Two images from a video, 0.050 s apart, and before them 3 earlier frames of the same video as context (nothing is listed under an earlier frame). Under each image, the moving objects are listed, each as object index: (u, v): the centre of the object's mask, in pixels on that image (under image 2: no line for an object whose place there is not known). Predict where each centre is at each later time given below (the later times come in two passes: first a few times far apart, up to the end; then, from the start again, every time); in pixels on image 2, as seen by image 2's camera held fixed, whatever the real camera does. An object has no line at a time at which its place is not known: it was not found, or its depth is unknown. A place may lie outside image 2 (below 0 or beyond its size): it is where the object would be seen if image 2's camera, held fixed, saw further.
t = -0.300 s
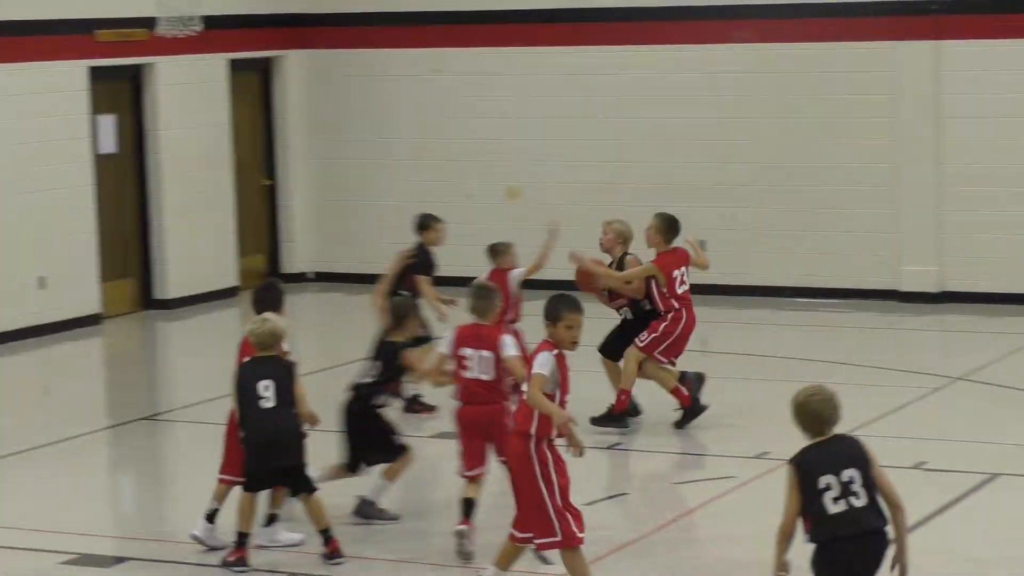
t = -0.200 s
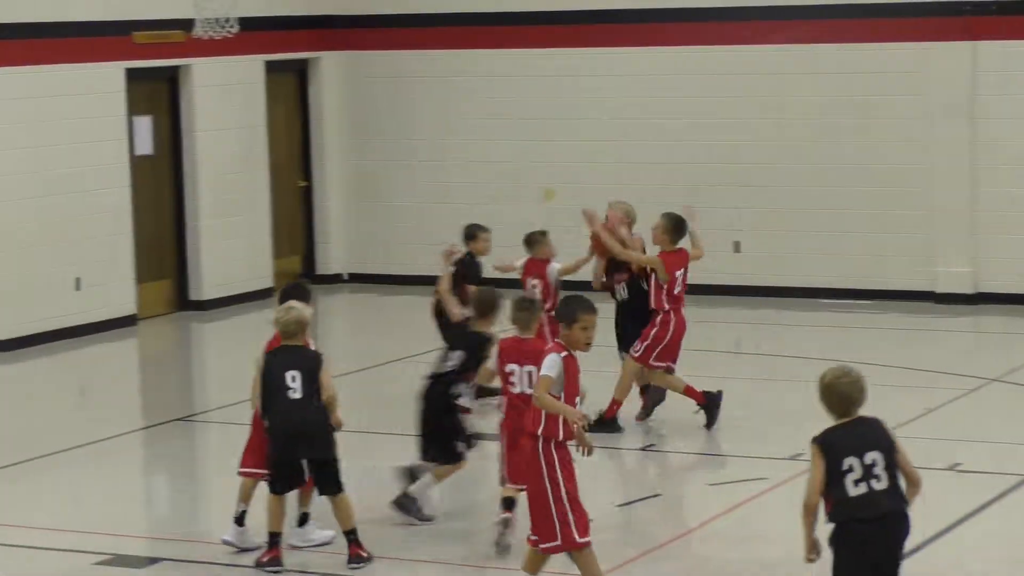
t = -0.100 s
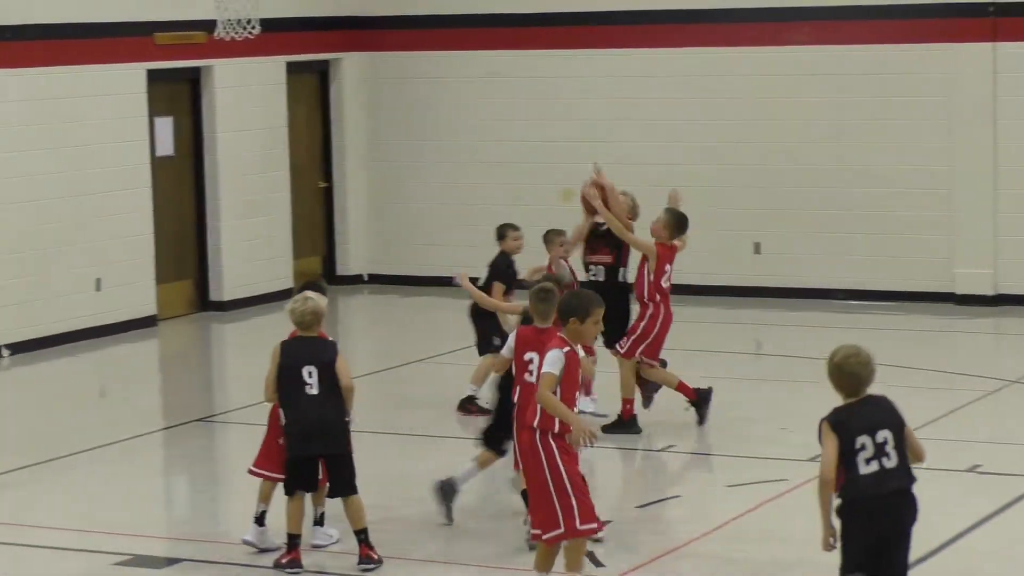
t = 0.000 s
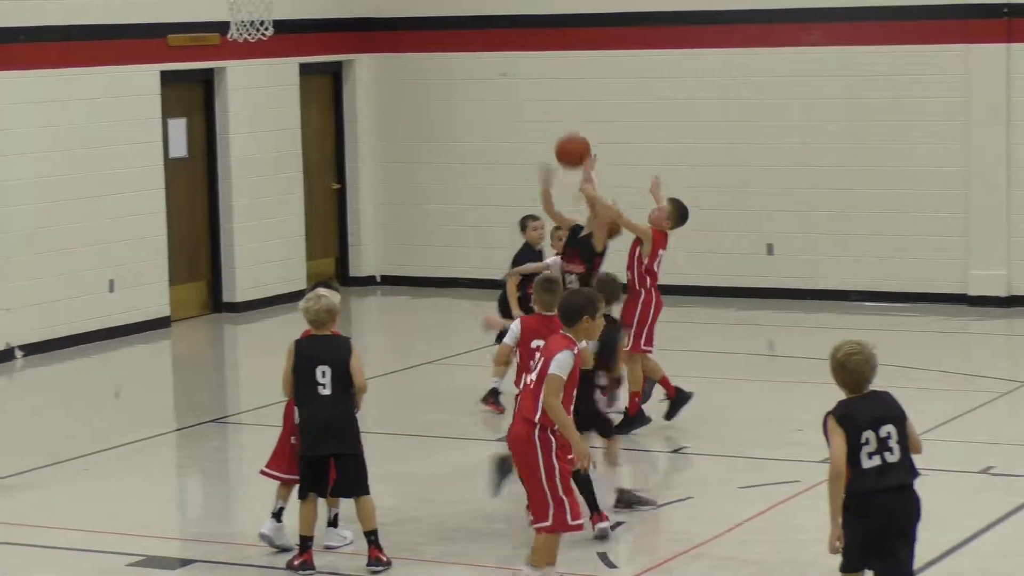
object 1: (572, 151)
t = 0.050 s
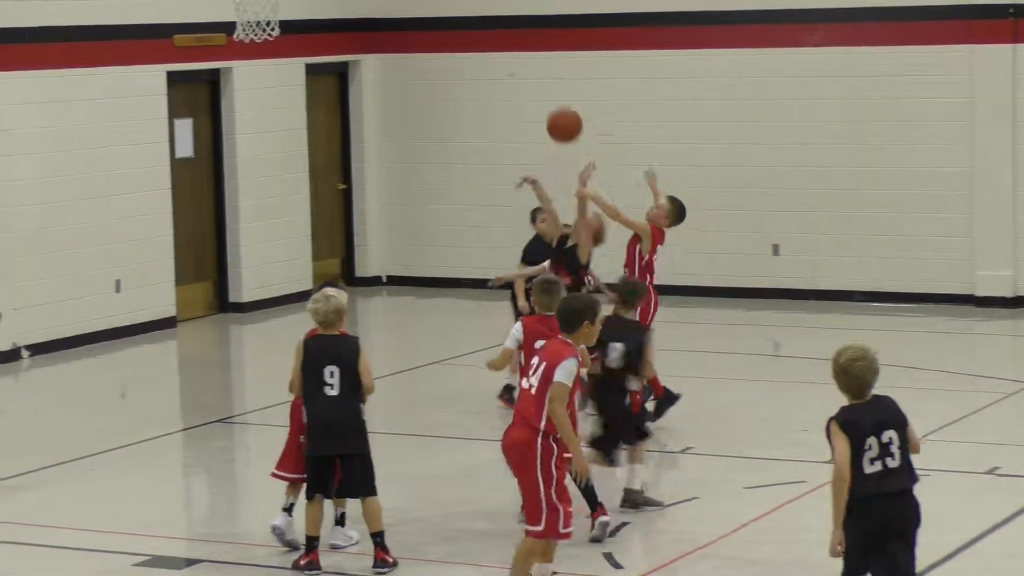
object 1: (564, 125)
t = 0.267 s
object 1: (503, 54)
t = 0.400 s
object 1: (465, 46)
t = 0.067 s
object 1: (559, 117)
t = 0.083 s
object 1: (555, 110)
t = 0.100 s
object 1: (550, 103)
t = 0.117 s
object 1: (546, 96)
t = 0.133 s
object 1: (540, 90)
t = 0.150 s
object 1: (536, 84)
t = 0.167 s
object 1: (531, 78)
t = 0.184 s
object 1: (526, 73)
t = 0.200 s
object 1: (522, 69)
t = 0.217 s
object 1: (517, 64)
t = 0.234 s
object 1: (512, 61)
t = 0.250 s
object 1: (508, 57)
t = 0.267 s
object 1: (503, 54)
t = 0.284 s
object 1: (498, 52)
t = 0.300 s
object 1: (493, 50)
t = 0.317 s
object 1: (489, 48)
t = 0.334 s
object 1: (484, 47)
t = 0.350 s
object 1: (480, 46)
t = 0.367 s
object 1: (475, 46)
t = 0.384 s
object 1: (470, 46)
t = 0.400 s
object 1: (465, 46)
